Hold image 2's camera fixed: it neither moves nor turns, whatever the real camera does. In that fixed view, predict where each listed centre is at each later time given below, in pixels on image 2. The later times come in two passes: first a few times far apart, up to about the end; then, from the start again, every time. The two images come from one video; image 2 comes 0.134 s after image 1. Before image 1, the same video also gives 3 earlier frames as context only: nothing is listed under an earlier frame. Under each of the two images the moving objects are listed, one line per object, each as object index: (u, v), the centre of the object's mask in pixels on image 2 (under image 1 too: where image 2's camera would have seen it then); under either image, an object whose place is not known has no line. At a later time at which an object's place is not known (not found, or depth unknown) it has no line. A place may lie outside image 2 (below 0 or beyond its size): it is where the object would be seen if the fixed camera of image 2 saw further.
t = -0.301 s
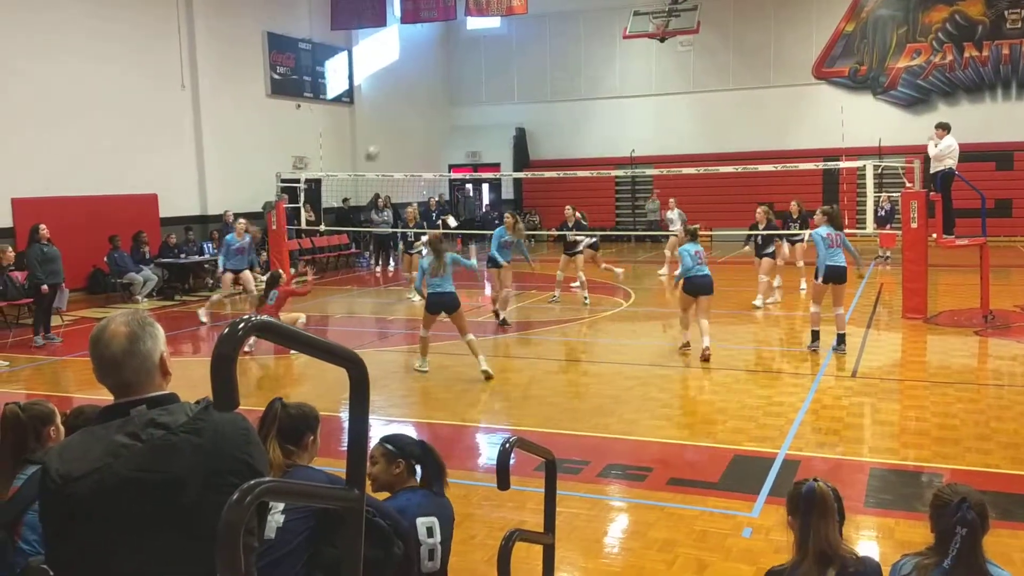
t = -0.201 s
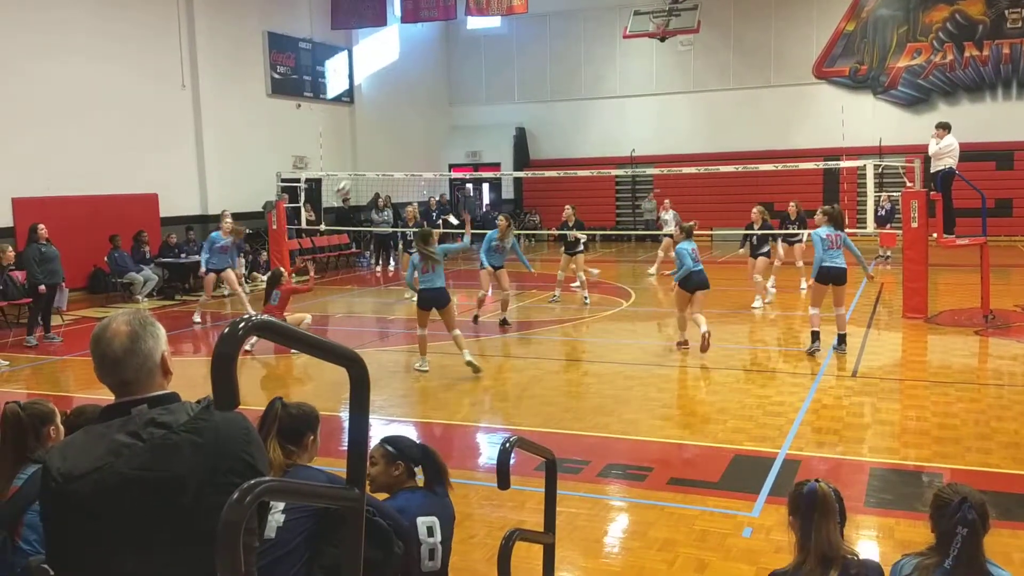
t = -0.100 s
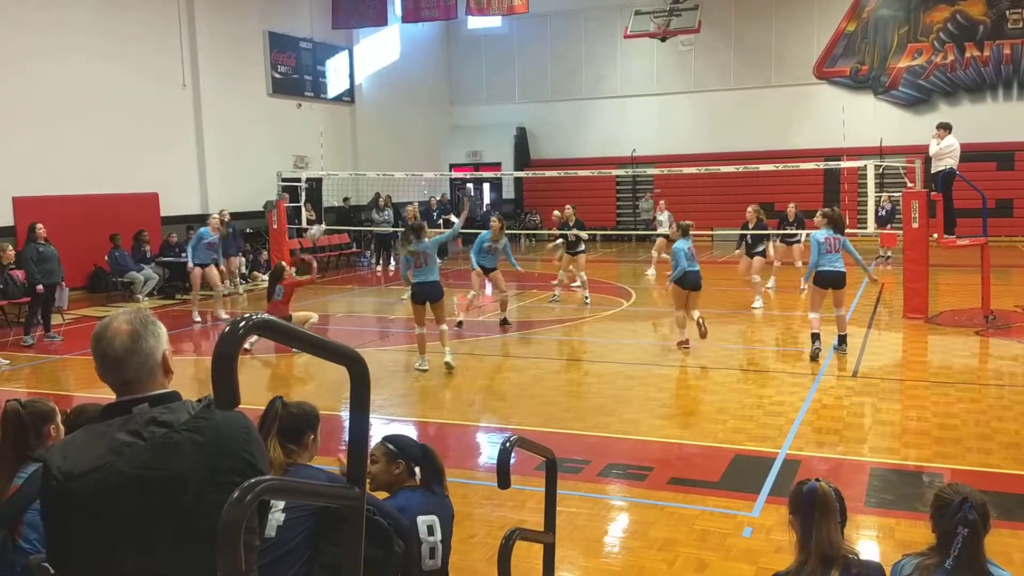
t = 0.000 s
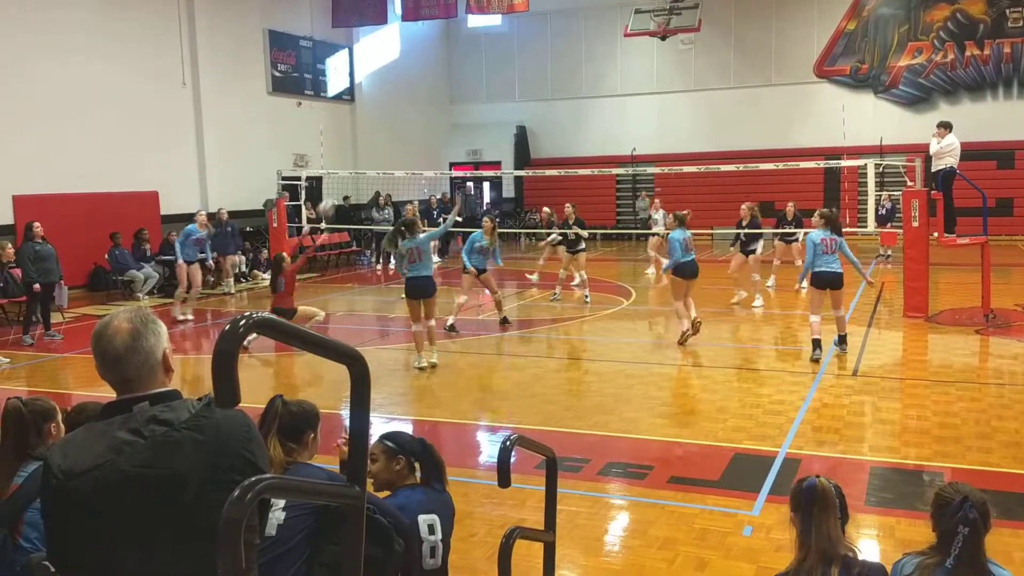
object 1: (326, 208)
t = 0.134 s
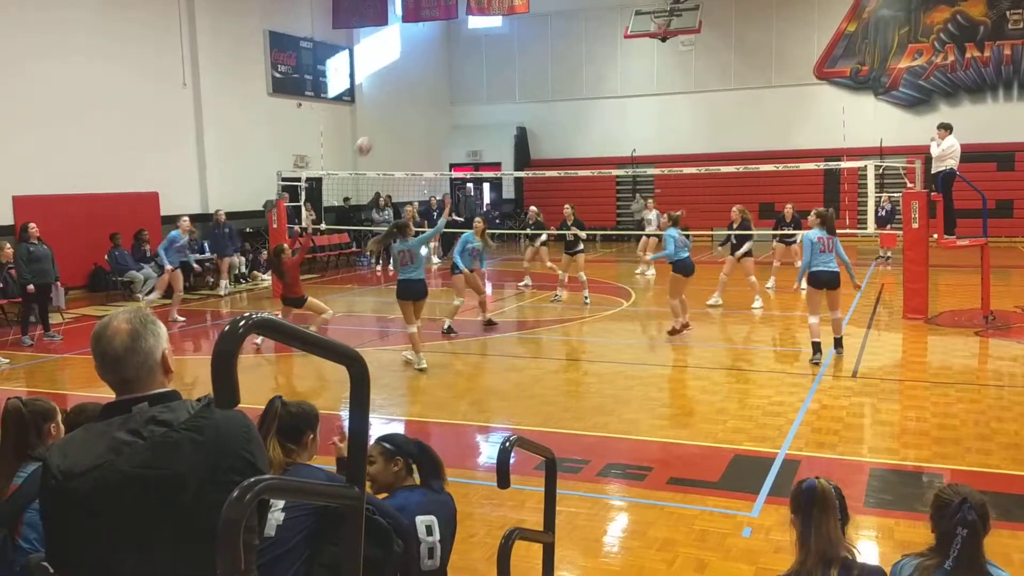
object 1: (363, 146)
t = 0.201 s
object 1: (384, 120)
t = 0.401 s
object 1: (441, 65)
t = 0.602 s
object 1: (496, 42)
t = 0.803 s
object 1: (552, 51)
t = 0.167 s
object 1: (373, 133)
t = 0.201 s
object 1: (384, 120)
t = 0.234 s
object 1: (393, 109)
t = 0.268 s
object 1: (401, 98)
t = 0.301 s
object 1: (411, 90)
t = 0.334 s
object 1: (422, 81)
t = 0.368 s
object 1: (431, 73)
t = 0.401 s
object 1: (441, 65)
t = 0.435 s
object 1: (451, 58)
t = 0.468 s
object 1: (460, 53)
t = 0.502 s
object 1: (469, 50)
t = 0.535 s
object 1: (479, 46)
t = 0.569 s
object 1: (487, 44)
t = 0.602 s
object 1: (496, 42)
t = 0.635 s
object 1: (505, 42)
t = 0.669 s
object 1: (515, 42)
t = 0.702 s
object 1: (524, 43)
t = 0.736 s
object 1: (534, 45)
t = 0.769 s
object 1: (543, 48)
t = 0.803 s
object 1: (552, 51)
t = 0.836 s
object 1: (560, 56)
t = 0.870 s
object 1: (569, 62)
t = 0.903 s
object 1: (578, 68)
